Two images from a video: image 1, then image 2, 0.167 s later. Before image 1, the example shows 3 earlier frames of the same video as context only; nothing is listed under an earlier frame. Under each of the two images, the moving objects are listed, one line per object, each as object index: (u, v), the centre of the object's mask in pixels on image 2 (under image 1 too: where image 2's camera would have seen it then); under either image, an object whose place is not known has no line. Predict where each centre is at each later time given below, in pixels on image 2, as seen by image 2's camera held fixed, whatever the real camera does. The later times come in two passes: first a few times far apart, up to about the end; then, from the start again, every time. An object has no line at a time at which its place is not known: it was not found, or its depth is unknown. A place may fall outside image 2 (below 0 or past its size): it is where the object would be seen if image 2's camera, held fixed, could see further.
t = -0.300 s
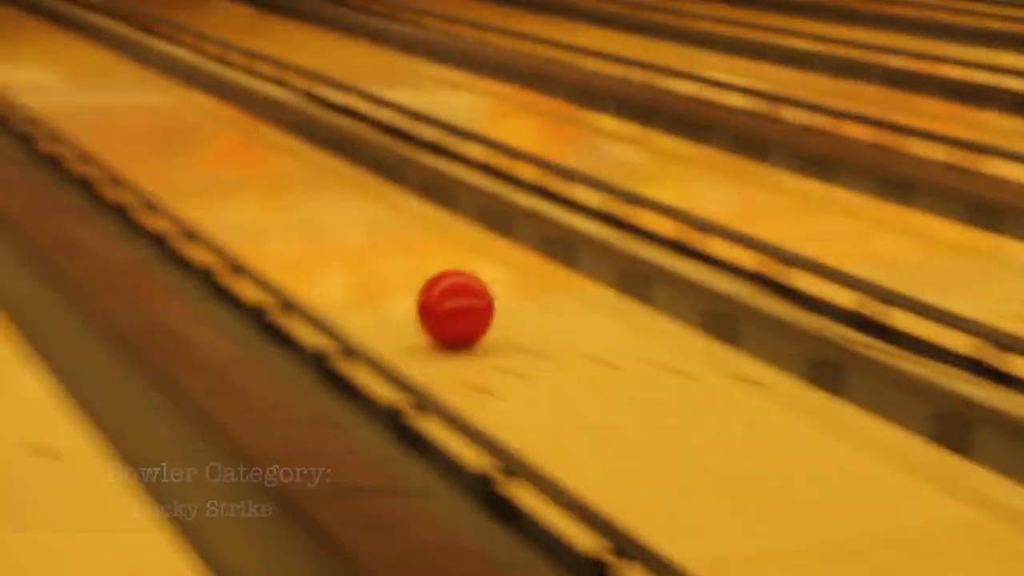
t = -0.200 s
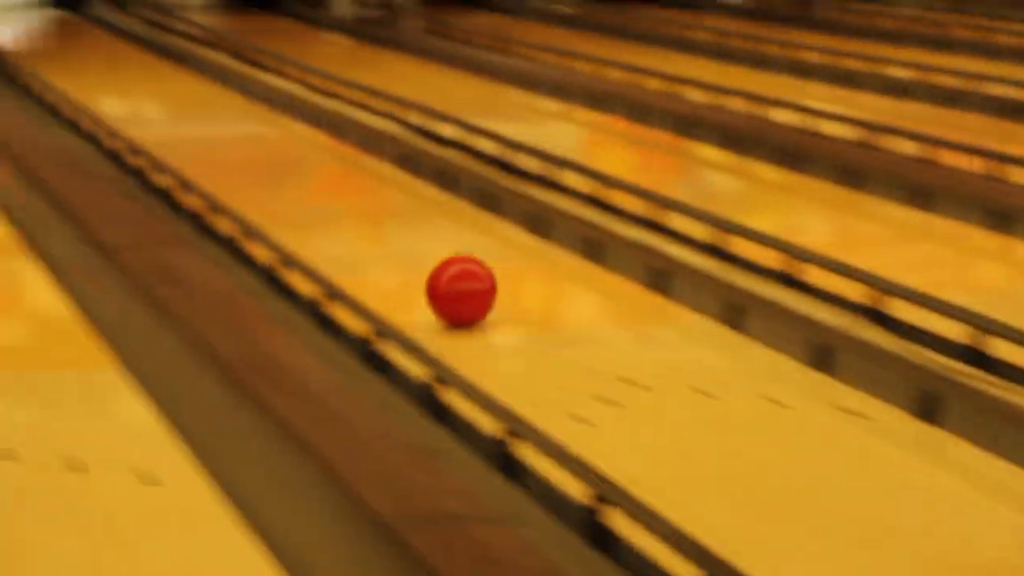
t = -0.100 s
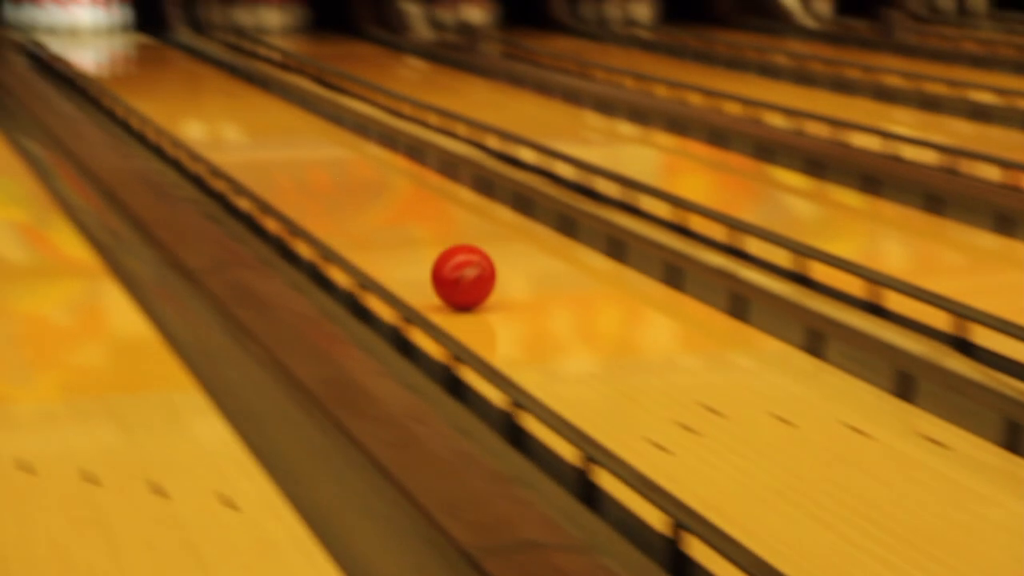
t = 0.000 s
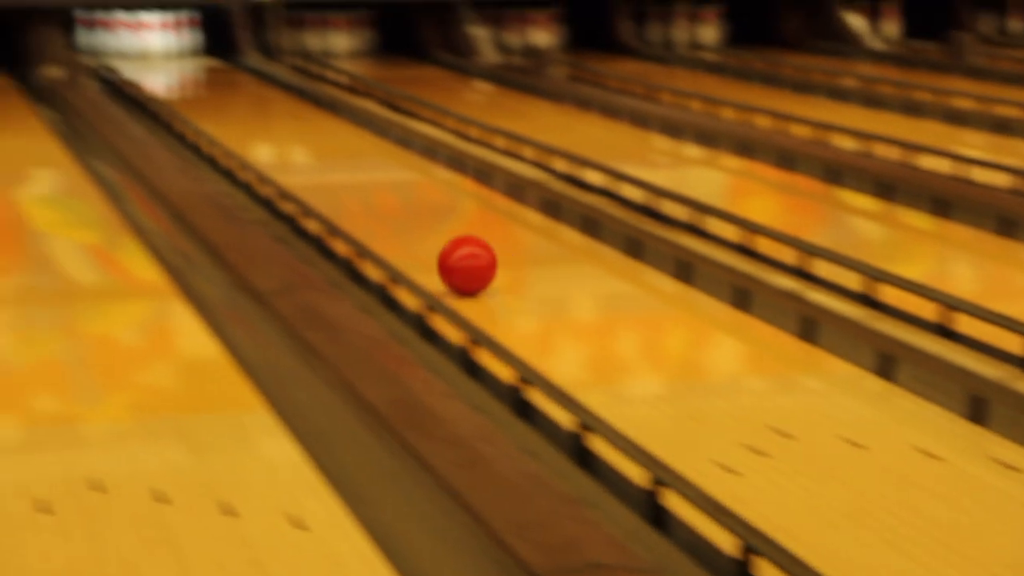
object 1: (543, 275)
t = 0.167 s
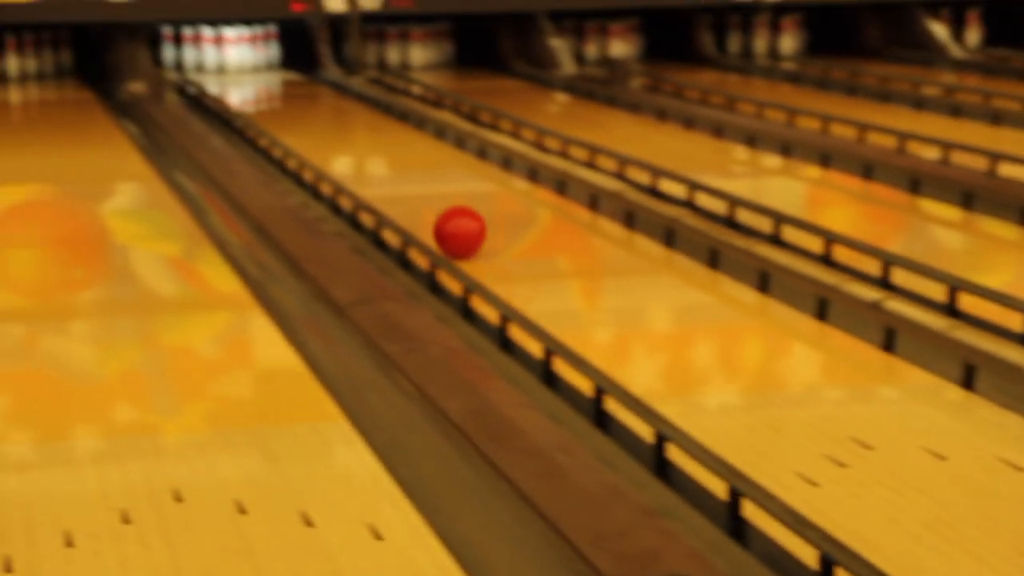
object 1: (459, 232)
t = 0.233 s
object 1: (432, 217)
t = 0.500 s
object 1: (345, 167)
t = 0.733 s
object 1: (310, 140)
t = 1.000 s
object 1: (279, 114)
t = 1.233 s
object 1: (258, 97)
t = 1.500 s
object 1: (238, 79)
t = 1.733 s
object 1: (224, 69)
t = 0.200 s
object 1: (446, 225)
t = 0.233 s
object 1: (432, 217)
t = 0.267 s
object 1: (419, 210)
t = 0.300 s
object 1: (407, 203)
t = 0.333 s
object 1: (395, 197)
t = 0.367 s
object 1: (383, 190)
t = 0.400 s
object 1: (372, 184)
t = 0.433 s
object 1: (361, 178)
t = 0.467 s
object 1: (352, 173)
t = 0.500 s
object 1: (345, 167)
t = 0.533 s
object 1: (339, 163)
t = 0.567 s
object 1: (333, 158)
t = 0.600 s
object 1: (329, 154)
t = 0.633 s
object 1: (323, 150)
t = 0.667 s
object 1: (318, 147)
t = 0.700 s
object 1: (315, 143)
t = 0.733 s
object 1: (310, 140)
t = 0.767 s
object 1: (306, 136)
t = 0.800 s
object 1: (301, 132)
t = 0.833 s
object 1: (297, 129)
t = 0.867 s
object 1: (293, 125)
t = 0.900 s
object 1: (289, 122)
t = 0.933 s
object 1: (286, 119)
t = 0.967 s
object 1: (282, 116)
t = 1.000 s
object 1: (279, 114)
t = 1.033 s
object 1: (276, 111)
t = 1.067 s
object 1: (273, 109)
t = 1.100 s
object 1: (269, 106)
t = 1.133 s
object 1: (267, 104)
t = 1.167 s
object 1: (264, 101)
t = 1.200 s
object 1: (262, 99)
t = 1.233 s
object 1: (258, 97)
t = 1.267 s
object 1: (256, 93)
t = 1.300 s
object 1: (254, 91)
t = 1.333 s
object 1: (252, 89)
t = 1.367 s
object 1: (249, 87)
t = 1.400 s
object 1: (246, 85)
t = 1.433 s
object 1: (244, 83)
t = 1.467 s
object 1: (241, 81)
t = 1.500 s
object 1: (238, 79)
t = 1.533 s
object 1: (236, 78)
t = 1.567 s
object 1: (233, 76)
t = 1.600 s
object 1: (231, 75)
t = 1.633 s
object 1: (229, 73)
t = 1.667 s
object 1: (228, 72)
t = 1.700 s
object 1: (227, 70)
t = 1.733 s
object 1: (224, 69)
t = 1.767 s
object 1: (222, 68)
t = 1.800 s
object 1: (220, 67)
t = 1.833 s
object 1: (218, 64)
